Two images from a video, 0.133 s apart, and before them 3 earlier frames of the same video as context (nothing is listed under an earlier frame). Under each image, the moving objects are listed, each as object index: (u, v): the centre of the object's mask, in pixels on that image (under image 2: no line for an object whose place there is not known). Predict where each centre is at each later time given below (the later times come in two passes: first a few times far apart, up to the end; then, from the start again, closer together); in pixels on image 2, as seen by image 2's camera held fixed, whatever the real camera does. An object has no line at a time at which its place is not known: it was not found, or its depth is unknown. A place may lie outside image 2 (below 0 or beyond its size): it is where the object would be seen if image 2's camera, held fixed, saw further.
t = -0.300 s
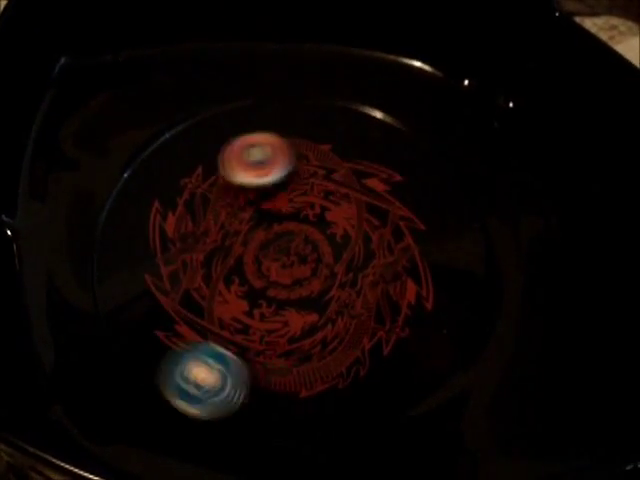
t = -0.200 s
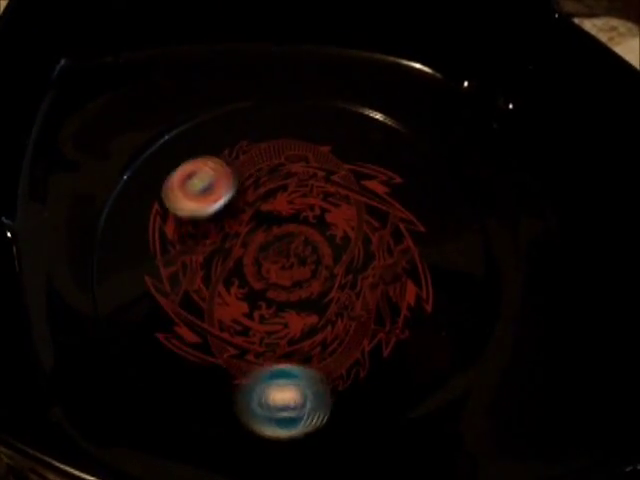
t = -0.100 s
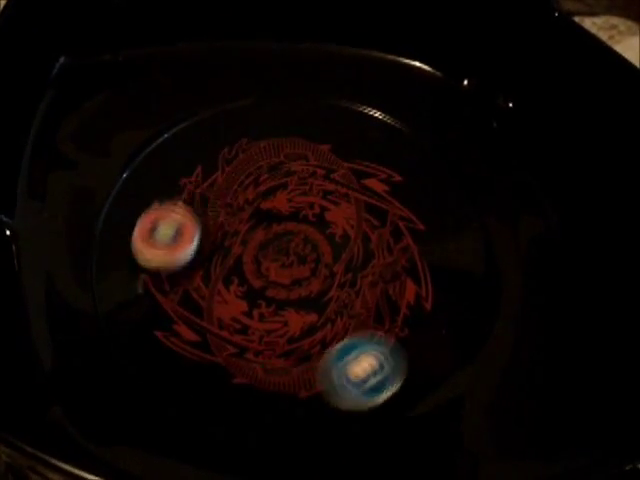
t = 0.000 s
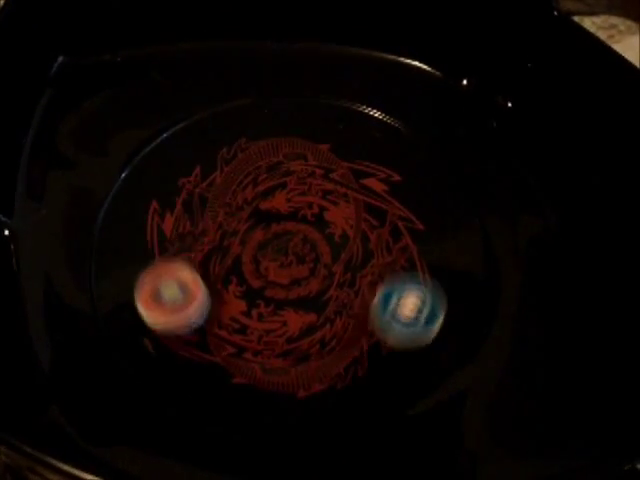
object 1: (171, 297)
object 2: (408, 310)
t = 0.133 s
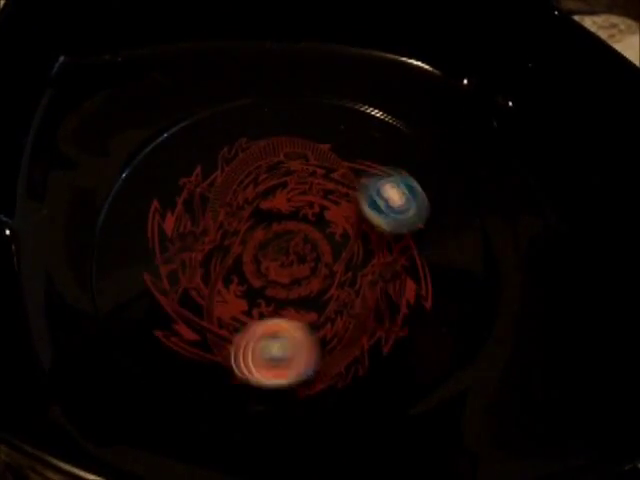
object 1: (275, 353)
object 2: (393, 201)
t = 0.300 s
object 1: (384, 302)
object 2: (294, 144)
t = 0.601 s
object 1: (336, 153)
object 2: (136, 237)
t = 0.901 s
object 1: (186, 226)
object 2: (296, 358)
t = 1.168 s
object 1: (287, 348)
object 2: (415, 219)
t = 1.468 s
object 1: (420, 231)
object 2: (274, 125)
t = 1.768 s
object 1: (271, 163)
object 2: (182, 276)
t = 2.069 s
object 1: (196, 304)
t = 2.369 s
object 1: (378, 339)
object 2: (418, 170)
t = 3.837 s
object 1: (304, 156)
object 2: (176, 210)
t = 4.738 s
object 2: (294, 141)
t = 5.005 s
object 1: (247, 171)
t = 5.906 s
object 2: (268, 144)
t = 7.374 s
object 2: (283, 121)
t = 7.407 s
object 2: (265, 127)
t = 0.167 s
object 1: (300, 351)
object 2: (378, 183)
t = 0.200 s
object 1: (326, 344)
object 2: (359, 168)
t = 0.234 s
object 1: (348, 333)
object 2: (339, 157)
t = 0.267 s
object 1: (368, 319)
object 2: (318, 149)
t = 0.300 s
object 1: (384, 302)
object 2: (294, 144)
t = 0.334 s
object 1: (395, 283)
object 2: (271, 142)
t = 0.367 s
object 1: (402, 263)
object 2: (247, 144)
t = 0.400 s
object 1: (404, 243)
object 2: (225, 148)
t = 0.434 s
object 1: (402, 224)
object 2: (203, 156)
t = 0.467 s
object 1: (395, 205)
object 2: (183, 166)
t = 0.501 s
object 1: (385, 188)
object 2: (166, 180)
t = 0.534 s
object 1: (371, 174)
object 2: (152, 197)
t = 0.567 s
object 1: (355, 162)
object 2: (142, 216)
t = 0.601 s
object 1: (336, 153)
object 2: (136, 237)
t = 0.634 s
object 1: (316, 148)
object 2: (134, 260)
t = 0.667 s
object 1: (295, 146)
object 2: (139, 282)
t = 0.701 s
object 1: (274, 148)
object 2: (149, 303)
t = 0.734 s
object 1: (253, 153)
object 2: (165, 322)
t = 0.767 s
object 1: (234, 163)
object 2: (186, 338)
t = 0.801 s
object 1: (217, 174)
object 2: (212, 350)
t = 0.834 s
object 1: (203, 189)
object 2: (239, 357)
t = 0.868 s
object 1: (192, 207)
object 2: (268, 360)
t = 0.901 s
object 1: (186, 226)
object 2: (296, 358)
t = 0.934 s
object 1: (183, 246)
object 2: (324, 351)
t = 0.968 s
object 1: (185, 267)
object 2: (350, 339)
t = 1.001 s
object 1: (192, 286)
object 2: (371, 324)
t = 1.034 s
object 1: (204, 305)
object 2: (388, 306)
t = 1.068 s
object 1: (220, 321)
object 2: (402, 285)
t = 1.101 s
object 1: (240, 334)
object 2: (411, 264)
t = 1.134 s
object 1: (262, 343)
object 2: (416, 241)
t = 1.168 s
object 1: (287, 348)
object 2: (415, 219)
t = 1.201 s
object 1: (312, 348)
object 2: (411, 199)
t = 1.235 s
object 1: (337, 343)
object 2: (403, 179)
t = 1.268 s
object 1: (359, 334)
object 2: (390, 162)
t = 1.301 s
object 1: (379, 322)
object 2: (376, 148)
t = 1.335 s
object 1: (396, 306)
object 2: (358, 135)
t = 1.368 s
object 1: (409, 289)
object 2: (339, 128)
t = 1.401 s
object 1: (417, 270)
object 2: (318, 123)
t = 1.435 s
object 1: (421, 250)
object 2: (296, 122)
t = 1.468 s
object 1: (420, 231)
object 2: (274, 125)
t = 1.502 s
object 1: (415, 213)
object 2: (252, 130)
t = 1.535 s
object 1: (405, 196)
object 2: (232, 139)
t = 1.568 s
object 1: (391, 182)
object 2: (213, 152)
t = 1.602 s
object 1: (374, 170)
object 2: (197, 168)
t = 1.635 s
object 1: (355, 161)
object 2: (186, 187)
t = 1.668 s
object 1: (335, 157)
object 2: (178, 208)
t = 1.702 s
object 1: (313, 155)
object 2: (174, 231)
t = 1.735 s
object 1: (292, 157)
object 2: (176, 255)
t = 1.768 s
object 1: (271, 163)
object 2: (182, 276)
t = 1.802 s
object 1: (251, 171)
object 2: (193, 297)
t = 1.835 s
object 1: (233, 182)
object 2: (209, 316)
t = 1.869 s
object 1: (217, 195)
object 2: (231, 332)
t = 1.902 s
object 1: (205, 211)
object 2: (253, 343)
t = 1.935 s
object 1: (195, 228)
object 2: (280, 351)
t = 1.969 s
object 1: (189, 246)
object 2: (308, 353)
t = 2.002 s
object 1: (186, 266)
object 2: (333, 351)
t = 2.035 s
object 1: (188, 285)
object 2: (358, 344)
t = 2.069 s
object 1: (196, 304)
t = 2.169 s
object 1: (241, 351)
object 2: (436, 284)
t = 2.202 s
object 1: (264, 359)
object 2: (444, 264)
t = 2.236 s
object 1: (287, 364)
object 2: (448, 244)
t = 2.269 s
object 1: (311, 364)
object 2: (447, 223)
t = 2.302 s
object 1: (336, 360)
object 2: (441, 204)
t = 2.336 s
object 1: (359, 351)
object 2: (432, 184)
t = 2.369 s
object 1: (378, 339)
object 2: (418, 170)
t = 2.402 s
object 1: (395, 322)
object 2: (400, 157)
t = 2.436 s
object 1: (406, 304)
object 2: (381, 148)
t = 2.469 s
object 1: (413, 284)
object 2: (359, 143)
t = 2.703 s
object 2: (212, 198)
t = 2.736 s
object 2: (199, 215)
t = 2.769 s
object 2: (190, 234)
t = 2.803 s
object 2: (184, 255)
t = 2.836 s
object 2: (182, 276)
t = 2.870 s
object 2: (186, 297)
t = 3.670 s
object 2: (275, 161)
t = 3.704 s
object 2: (251, 166)
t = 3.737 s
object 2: (229, 173)
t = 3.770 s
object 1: (342, 168)
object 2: (210, 182)
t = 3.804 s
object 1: (324, 161)
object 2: (191, 195)
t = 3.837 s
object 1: (304, 156)
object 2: (176, 210)
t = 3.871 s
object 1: (283, 155)
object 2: (164, 227)
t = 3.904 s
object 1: (263, 157)
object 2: (155, 247)
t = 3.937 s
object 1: (243, 162)
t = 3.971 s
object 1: (224, 171)
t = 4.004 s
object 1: (208, 183)
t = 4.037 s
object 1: (195, 197)
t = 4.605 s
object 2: (369, 175)
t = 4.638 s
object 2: (353, 162)
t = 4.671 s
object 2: (333, 152)
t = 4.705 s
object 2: (312, 146)
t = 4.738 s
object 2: (294, 141)
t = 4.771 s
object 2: (271, 139)
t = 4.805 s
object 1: (363, 170)
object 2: (249, 143)
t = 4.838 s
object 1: (345, 162)
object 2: (228, 148)
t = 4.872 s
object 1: (326, 157)
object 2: (208, 157)
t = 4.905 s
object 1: (305, 156)
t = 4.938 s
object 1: (285, 158)
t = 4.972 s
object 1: (265, 163)
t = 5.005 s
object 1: (247, 171)
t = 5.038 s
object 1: (231, 182)
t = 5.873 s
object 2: (289, 138)
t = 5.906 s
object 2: (268, 144)
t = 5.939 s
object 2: (249, 153)
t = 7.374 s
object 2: (283, 121)
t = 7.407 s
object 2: (265, 127)
